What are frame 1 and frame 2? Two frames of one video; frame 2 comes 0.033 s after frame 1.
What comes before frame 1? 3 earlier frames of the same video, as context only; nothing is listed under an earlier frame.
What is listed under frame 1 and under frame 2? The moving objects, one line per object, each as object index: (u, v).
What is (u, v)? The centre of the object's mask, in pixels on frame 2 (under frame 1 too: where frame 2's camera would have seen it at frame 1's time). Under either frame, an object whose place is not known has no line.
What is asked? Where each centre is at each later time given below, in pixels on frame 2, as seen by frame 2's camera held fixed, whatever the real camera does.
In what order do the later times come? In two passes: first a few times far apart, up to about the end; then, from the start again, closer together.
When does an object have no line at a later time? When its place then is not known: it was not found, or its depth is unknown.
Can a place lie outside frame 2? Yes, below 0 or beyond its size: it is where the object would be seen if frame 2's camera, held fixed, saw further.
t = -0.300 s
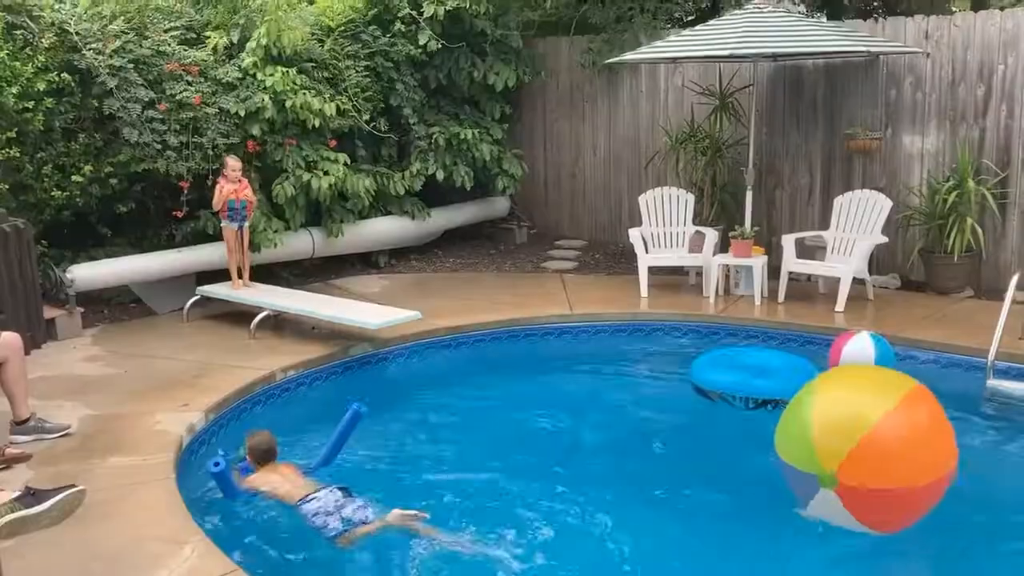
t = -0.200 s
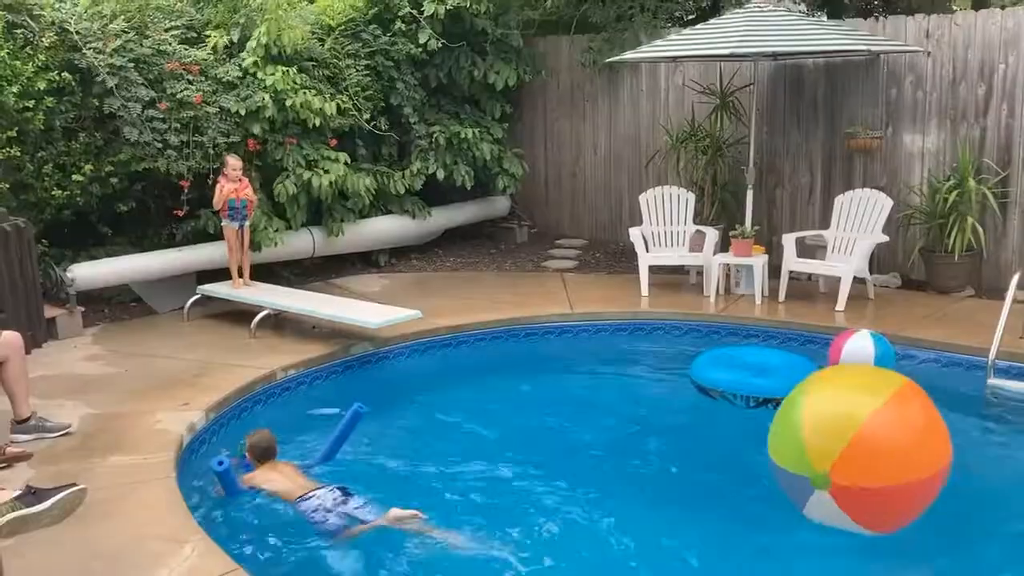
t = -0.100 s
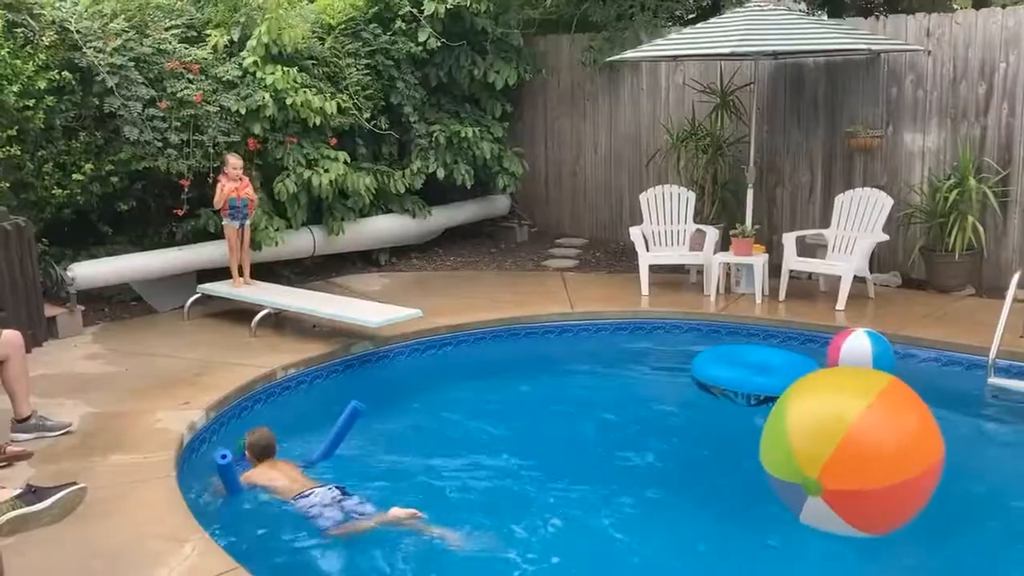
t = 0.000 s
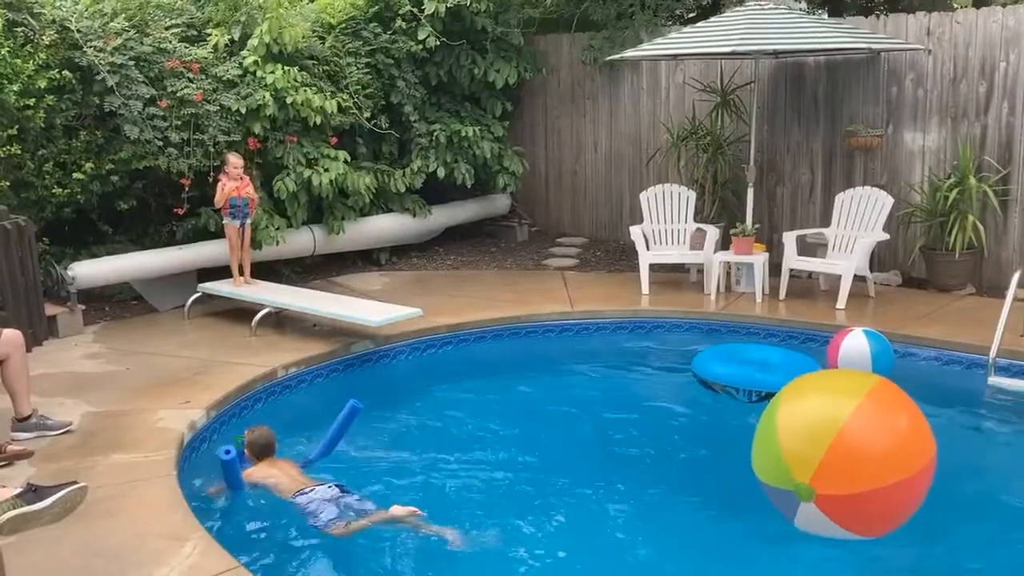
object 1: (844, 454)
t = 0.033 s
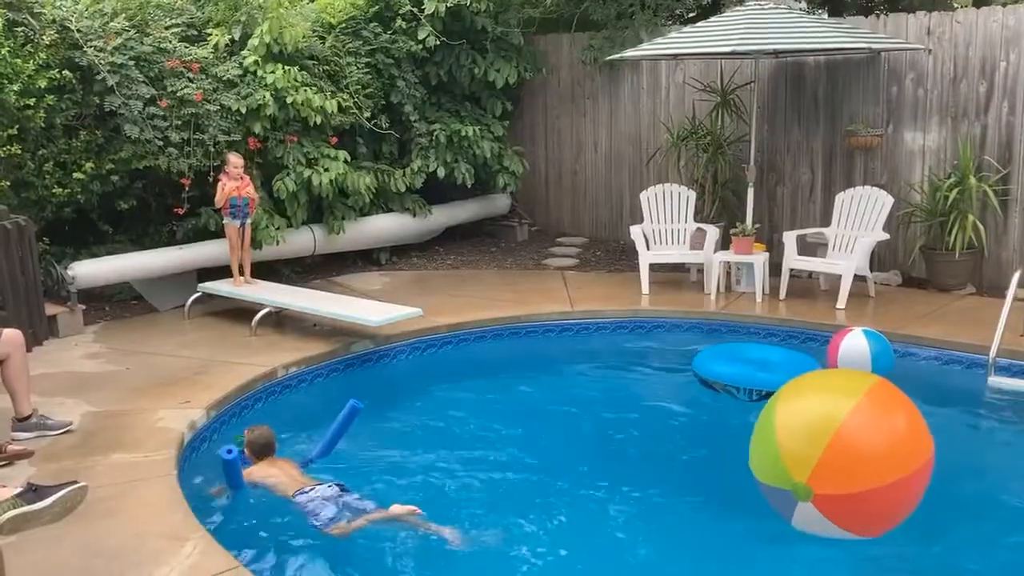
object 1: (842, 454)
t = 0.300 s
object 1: (828, 458)
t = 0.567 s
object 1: (810, 461)
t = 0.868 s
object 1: (788, 466)
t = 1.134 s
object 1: (767, 468)
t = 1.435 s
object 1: (742, 474)
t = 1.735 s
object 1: (711, 479)
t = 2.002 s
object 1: (681, 480)
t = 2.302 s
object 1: (644, 480)
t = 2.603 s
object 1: (605, 481)
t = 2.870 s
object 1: (571, 484)
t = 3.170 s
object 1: (534, 485)
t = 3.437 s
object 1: (500, 489)
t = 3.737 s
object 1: (466, 484)
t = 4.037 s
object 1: (433, 488)
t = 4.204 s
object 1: (417, 488)
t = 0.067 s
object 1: (840, 454)
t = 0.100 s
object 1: (839, 453)
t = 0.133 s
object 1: (837, 453)
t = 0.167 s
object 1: (836, 453)
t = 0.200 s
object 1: (834, 454)
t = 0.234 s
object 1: (831, 455)
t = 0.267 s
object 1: (829, 457)
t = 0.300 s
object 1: (828, 458)
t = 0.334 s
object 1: (825, 459)
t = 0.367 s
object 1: (823, 460)
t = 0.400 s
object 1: (820, 460)
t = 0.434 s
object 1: (819, 460)
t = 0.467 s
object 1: (816, 461)
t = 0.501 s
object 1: (814, 461)
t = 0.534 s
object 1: (812, 461)
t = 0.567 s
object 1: (810, 461)
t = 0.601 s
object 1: (808, 462)
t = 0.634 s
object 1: (805, 463)
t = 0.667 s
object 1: (803, 463)
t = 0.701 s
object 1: (800, 464)
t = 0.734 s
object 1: (798, 465)
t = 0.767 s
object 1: (795, 465)
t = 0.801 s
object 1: (793, 466)
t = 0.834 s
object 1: (791, 466)
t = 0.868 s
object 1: (788, 466)
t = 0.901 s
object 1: (786, 466)
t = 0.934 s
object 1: (783, 466)
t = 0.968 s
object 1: (781, 466)
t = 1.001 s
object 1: (777, 466)
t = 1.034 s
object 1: (775, 467)
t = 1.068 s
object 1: (772, 467)
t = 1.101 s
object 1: (770, 467)
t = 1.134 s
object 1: (767, 468)
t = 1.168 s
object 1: (764, 469)
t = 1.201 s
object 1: (762, 470)
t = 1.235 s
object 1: (759, 471)
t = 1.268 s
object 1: (757, 472)
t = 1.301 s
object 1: (754, 472)
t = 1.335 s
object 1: (750, 473)
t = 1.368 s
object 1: (747, 473)
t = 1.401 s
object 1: (744, 474)
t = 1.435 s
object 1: (742, 474)
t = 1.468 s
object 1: (738, 475)
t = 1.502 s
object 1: (735, 476)
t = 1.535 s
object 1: (732, 476)
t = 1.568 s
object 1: (728, 477)
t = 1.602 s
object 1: (725, 477)
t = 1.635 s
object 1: (721, 478)
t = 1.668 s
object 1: (717, 478)
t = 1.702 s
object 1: (714, 479)
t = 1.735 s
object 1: (711, 479)
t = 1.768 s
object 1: (707, 479)
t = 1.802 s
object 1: (703, 479)
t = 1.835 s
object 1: (700, 479)
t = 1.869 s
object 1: (697, 479)
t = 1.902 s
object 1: (693, 480)
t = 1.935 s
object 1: (689, 480)
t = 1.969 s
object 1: (685, 480)
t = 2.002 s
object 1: (681, 480)
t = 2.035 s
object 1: (677, 480)
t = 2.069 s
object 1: (673, 480)
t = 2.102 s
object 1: (669, 480)
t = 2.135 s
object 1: (665, 480)
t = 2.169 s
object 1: (661, 480)
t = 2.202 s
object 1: (657, 480)
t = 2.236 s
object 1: (653, 481)
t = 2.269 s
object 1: (648, 481)
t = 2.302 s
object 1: (644, 480)
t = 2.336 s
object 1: (640, 480)
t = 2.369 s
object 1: (636, 481)
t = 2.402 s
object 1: (631, 481)
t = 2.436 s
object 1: (627, 481)
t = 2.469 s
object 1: (623, 482)
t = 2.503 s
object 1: (618, 482)
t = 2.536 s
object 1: (614, 481)
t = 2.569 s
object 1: (609, 481)
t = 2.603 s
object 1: (605, 481)
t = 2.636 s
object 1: (601, 481)
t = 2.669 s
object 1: (597, 481)
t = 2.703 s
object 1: (593, 481)
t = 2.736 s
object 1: (589, 482)
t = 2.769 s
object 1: (584, 482)
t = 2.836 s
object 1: (575, 483)
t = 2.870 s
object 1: (571, 484)
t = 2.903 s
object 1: (566, 484)
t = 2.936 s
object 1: (562, 485)
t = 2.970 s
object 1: (557, 485)
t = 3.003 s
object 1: (553, 485)
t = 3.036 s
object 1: (549, 485)
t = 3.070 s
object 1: (545, 485)
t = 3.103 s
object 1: (542, 485)
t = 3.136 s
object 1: (537, 485)
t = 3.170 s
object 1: (534, 485)
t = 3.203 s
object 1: (529, 486)
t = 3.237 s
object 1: (525, 487)
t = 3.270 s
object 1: (520, 488)
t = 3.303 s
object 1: (516, 489)
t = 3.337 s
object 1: (511, 490)
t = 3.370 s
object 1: (507, 490)
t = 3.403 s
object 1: (503, 490)
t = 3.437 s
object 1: (500, 489)
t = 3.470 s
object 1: (496, 489)
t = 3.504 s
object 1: (493, 488)
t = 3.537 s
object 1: (489, 488)
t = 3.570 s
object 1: (485, 487)
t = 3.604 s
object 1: (482, 486)
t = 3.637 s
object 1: (477, 486)
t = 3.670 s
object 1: (474, 485)
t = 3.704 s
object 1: (470, 485)
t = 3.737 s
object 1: (466, 484)
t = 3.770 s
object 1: (462, 484)
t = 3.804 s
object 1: (459, 483)
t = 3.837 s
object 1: (455, 484)
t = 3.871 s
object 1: (451, 484)
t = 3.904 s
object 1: (447, 485)
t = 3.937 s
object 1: (443, 486)
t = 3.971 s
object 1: (439, 487)
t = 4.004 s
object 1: (436, 487)
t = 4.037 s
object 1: (433, 488)
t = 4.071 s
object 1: (429, 488)
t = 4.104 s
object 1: (426, 488)
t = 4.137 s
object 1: (423, 488)
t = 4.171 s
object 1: (420, 488)
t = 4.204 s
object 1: (417, 488)
